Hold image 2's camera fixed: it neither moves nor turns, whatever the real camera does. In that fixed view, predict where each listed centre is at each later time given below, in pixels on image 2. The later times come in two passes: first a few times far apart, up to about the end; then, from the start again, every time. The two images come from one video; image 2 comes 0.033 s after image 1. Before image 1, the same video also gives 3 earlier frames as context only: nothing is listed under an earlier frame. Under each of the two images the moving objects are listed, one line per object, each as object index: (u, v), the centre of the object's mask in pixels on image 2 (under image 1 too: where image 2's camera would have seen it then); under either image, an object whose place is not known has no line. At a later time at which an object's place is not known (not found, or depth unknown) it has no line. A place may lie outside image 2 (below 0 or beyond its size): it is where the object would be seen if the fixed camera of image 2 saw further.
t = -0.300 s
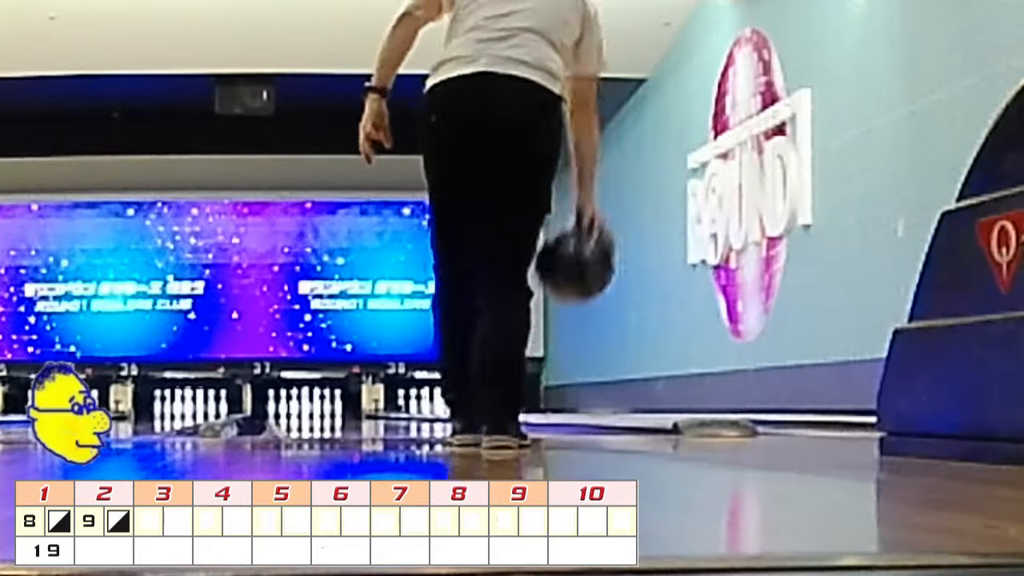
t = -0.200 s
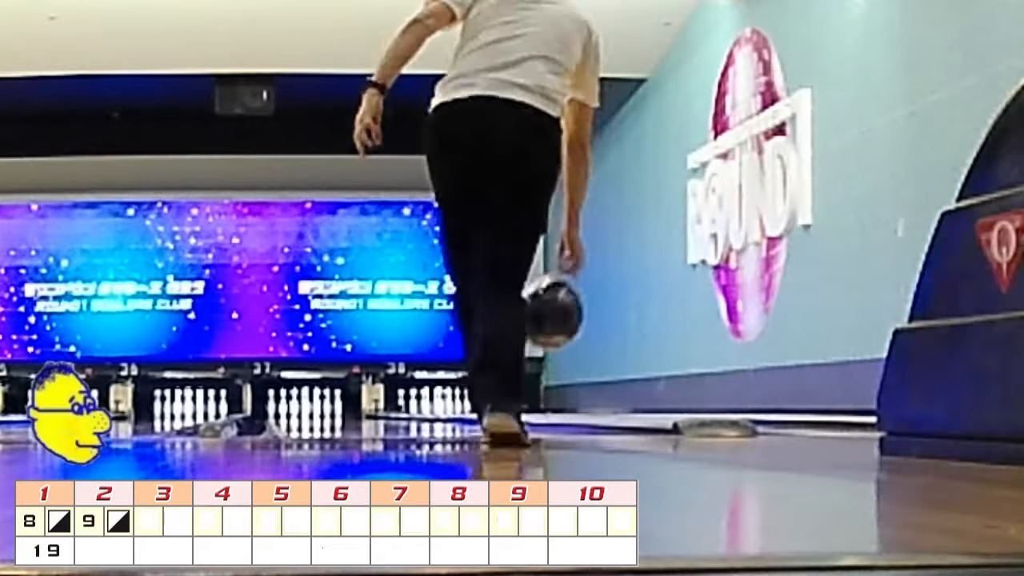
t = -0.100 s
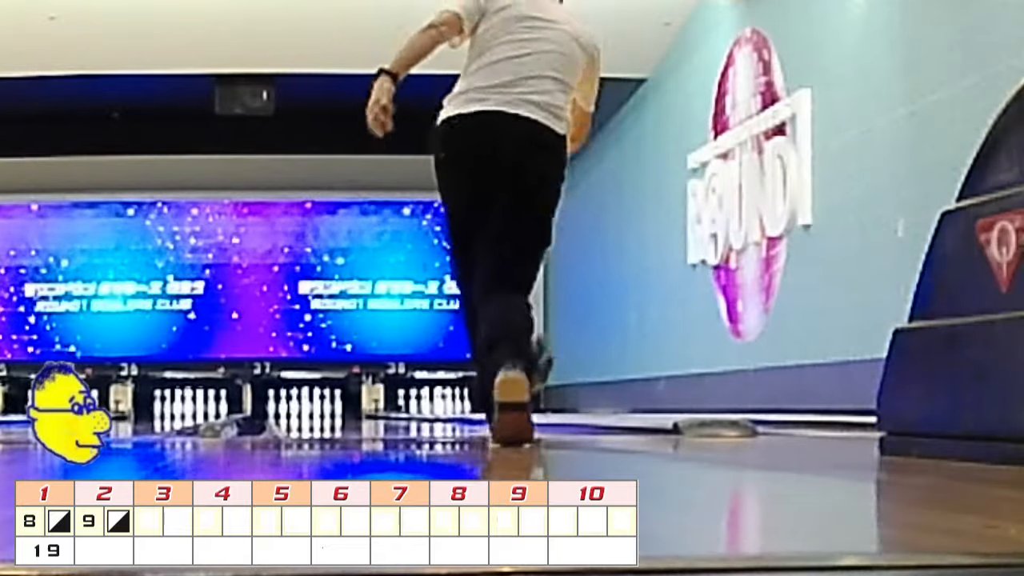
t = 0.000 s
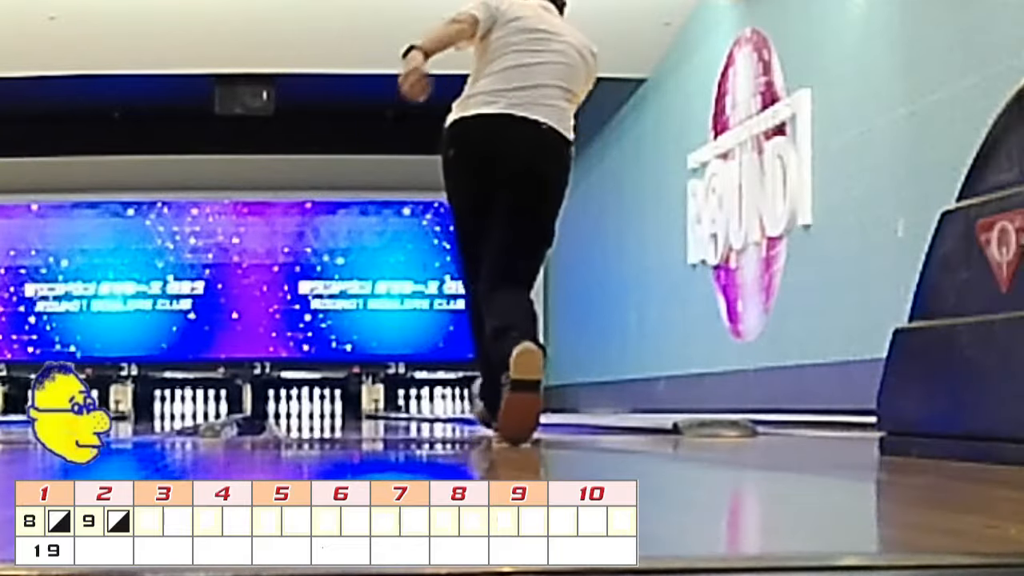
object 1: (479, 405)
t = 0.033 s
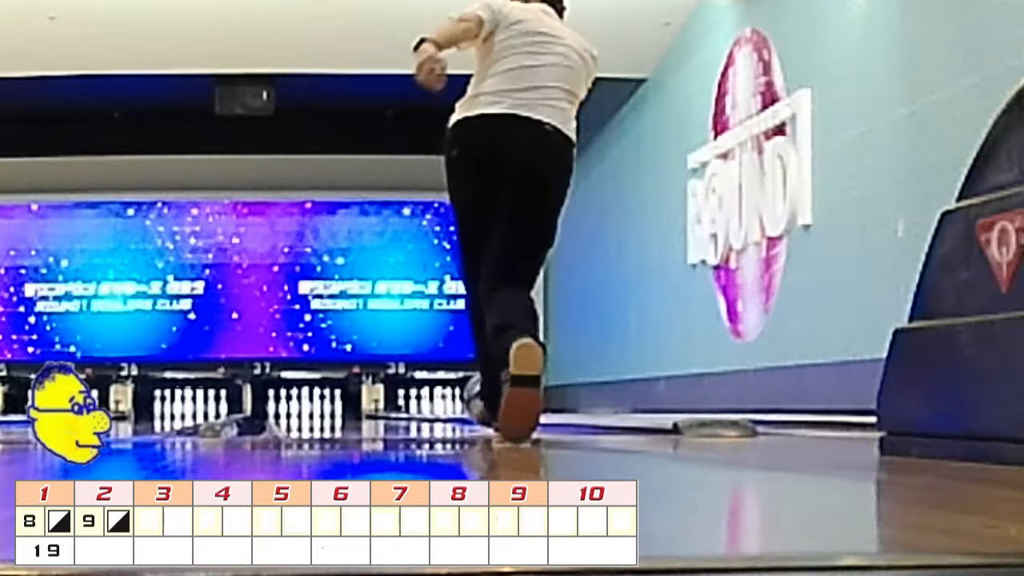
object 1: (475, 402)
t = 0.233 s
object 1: (461, 405)
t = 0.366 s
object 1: (443, 404)
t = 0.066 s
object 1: (473, 402)
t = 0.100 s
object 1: (471, 406)
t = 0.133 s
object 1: (469, 407)
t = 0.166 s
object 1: (465, 407)
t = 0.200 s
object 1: (464, 405)
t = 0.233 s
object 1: (461, 405)
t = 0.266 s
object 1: (456, 404)
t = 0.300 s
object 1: (453, 404)
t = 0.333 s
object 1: (448, 405)
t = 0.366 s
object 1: (443, 404)
